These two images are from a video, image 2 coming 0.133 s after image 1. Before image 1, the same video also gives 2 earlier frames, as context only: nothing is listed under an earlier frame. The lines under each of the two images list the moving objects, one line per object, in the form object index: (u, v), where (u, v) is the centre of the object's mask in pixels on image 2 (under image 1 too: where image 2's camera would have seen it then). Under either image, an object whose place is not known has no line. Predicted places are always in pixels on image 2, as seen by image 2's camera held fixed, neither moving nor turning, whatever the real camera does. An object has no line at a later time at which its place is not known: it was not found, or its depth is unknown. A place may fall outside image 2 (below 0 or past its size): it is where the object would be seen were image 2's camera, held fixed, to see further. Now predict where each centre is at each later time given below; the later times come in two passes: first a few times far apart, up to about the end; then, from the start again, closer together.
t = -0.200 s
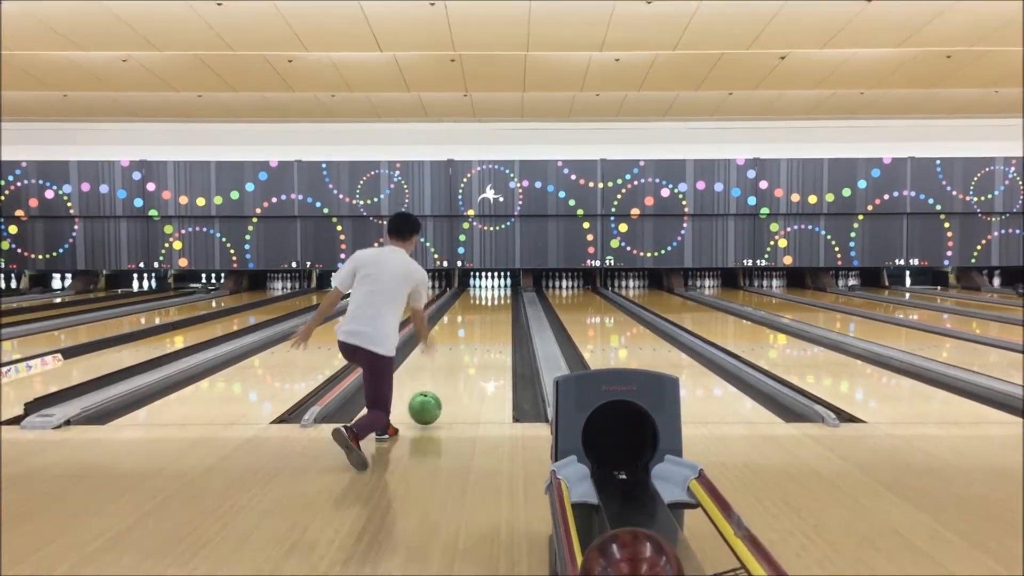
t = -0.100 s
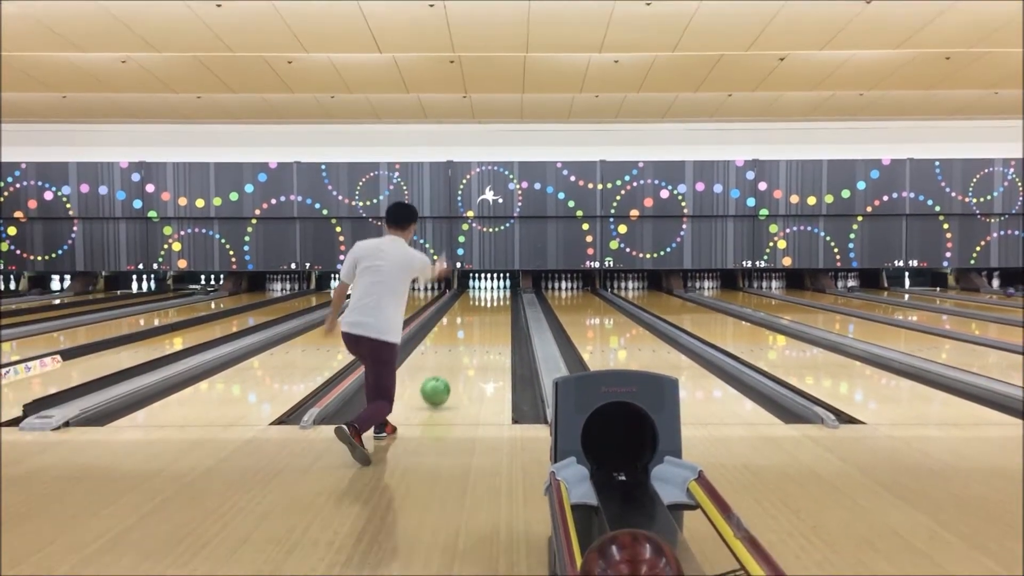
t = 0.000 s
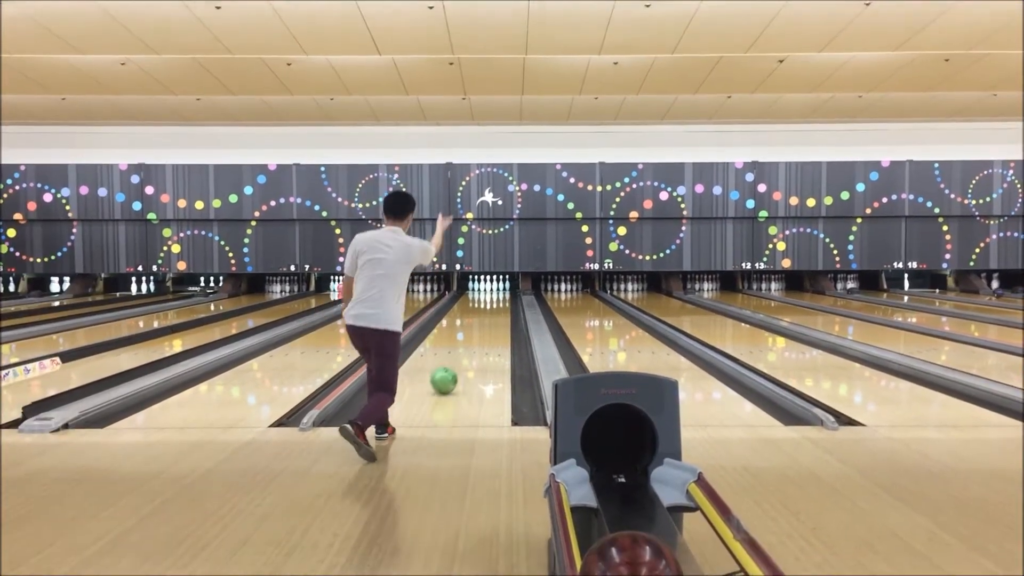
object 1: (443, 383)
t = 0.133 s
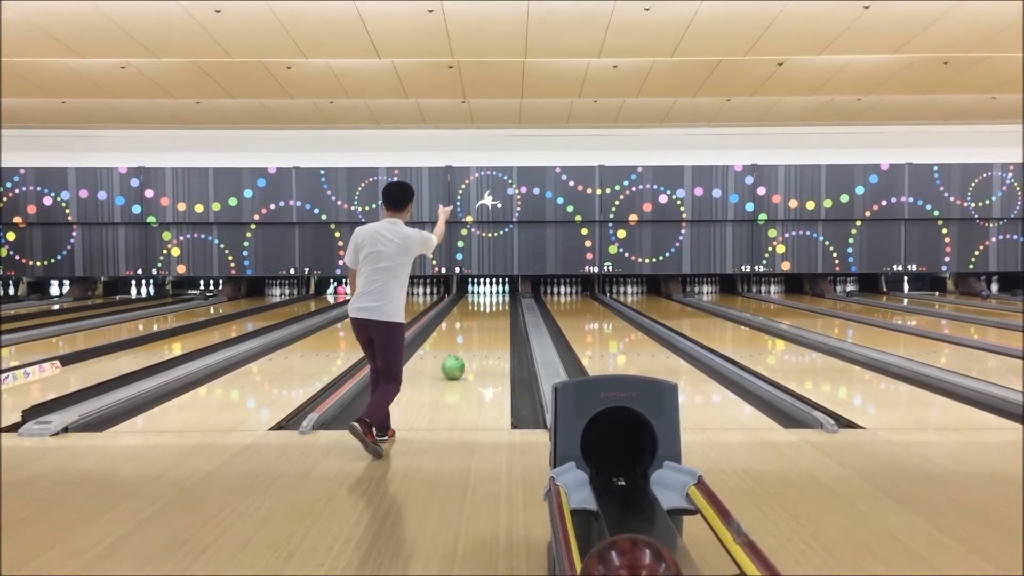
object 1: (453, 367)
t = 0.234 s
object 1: (459, 358)
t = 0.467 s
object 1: (469, 340)
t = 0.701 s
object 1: (478, 328)
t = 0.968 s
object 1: (484, 318)
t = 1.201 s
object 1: (489, 310)
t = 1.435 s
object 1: (491, 304)
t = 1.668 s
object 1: (494, 299)
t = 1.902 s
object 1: (498, 295)
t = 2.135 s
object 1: (500, 292)
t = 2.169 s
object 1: (500, 291)
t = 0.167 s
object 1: (455, 364)
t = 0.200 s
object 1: (457, 361)
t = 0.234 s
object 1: (459, 358)
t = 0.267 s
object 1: (461, 355)
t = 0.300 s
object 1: (463, 352)
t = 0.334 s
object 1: (464, 348)
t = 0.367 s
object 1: (465, 346)
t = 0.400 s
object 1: (467, 344)
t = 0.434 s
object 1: (468, 342)
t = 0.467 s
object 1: (469, 340)
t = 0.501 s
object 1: (471, 339)
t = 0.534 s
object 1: (472, 336)
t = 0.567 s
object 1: (474, 334)
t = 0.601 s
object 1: (475, 332)
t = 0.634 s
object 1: (475, 331)
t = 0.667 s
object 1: (476, 329)
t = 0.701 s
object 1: (478, 328)
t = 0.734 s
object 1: (479, 326)
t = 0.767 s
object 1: (479, 325)
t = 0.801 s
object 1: (480, 324)
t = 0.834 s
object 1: (481, 322)
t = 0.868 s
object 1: (482, 321)
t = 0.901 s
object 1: (483, 320)
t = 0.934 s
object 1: (483, 319)
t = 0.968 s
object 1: (484, 318)
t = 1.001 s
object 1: (485, 316)
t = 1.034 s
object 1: (485, 315)
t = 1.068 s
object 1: (486, 314)
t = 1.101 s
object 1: (486, 313)
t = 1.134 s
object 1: (487, 312)
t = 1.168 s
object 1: (488, 311)
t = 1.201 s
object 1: (489, 310)
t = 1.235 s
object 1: (489, 309)
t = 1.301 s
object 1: (489, 308)
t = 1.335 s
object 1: (490, 307)
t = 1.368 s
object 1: (490, 307)
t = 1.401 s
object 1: (490, 306)
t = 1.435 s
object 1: (491, 304)
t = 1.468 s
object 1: (492, 303)
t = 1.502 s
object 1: (493, 303)
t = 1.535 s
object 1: (493, 302)
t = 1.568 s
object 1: (494, 301)
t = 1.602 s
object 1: (494, 300)
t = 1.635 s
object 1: (494, 299)
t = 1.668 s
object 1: (494, 299)
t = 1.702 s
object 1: (495, 298)
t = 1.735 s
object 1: (496, 297)
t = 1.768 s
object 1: (496, 297)
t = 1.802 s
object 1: (497, 296)
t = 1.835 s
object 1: (497, 296)
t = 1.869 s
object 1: (497, 295)
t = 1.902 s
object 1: (498, 295)
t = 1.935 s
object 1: (498, 294)
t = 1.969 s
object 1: (498, 294)
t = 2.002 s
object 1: (499, 293)
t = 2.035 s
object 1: (499, 293)
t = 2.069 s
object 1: (500, 293)
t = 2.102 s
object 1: (500, 292)
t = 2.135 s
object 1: (500, 292)
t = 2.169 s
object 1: (500, 291)
